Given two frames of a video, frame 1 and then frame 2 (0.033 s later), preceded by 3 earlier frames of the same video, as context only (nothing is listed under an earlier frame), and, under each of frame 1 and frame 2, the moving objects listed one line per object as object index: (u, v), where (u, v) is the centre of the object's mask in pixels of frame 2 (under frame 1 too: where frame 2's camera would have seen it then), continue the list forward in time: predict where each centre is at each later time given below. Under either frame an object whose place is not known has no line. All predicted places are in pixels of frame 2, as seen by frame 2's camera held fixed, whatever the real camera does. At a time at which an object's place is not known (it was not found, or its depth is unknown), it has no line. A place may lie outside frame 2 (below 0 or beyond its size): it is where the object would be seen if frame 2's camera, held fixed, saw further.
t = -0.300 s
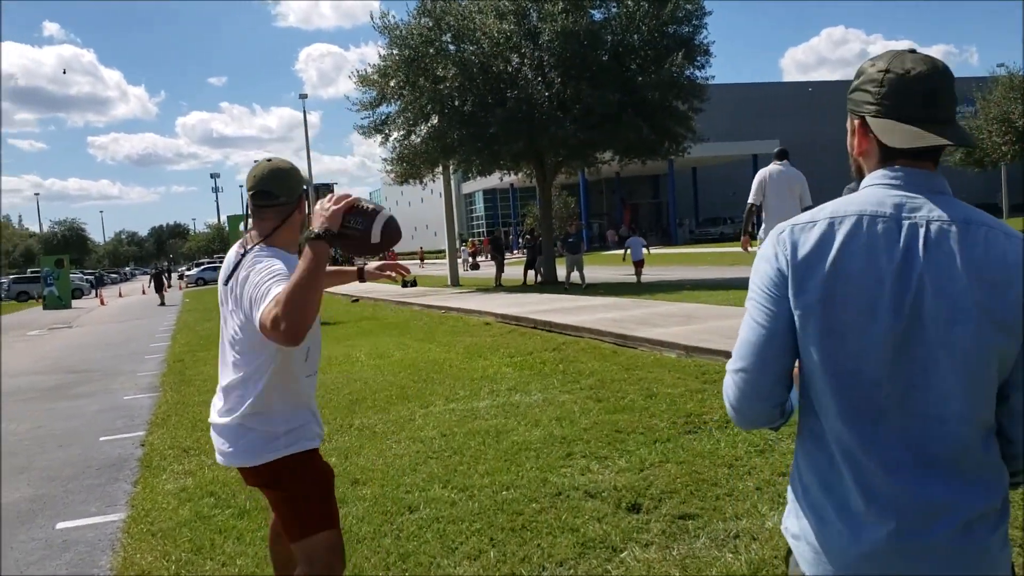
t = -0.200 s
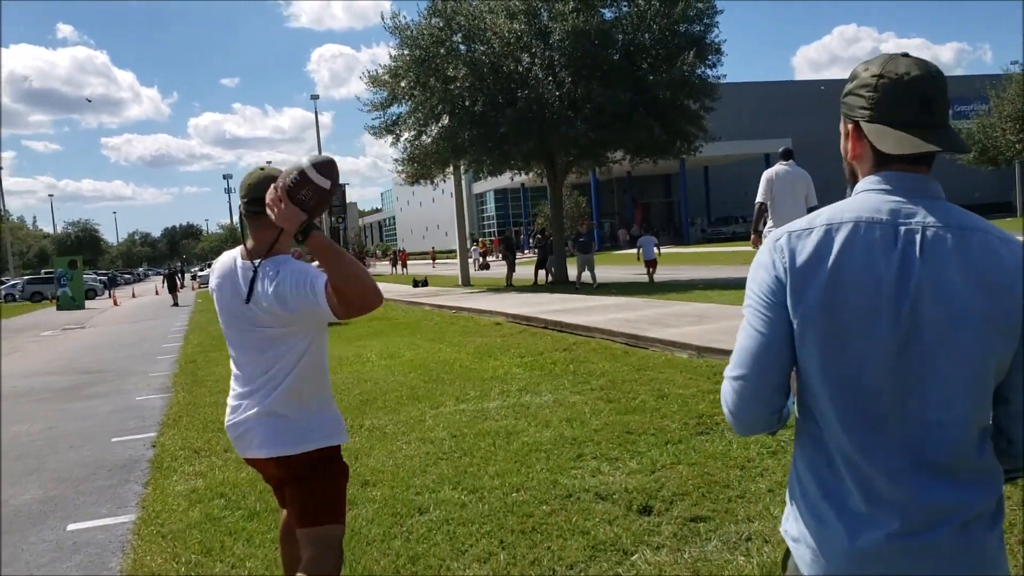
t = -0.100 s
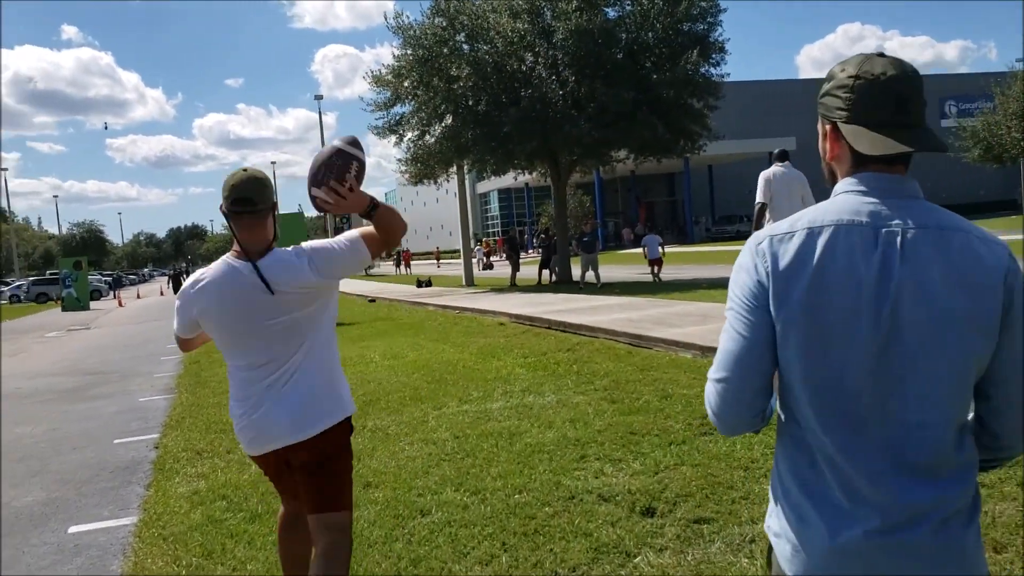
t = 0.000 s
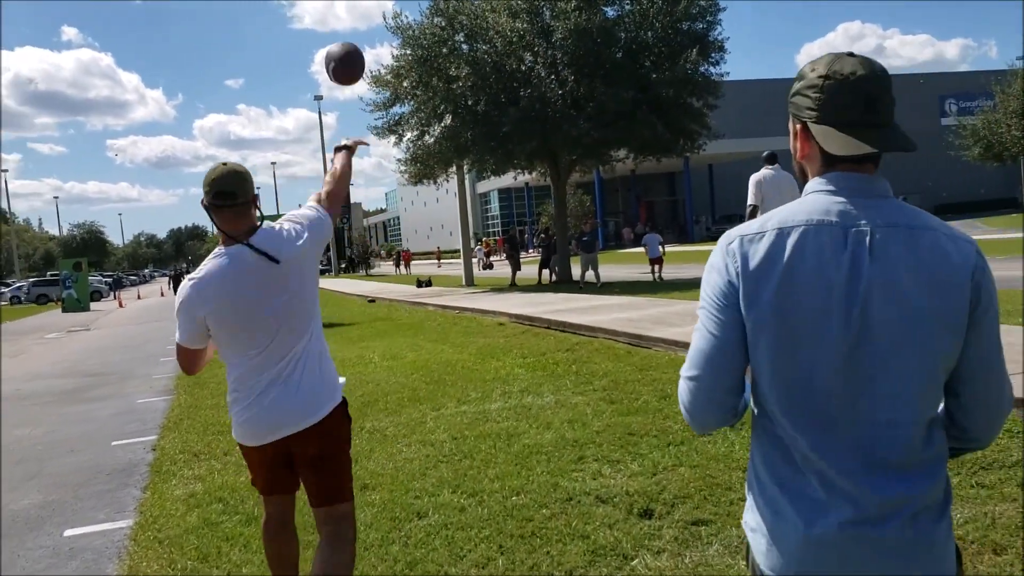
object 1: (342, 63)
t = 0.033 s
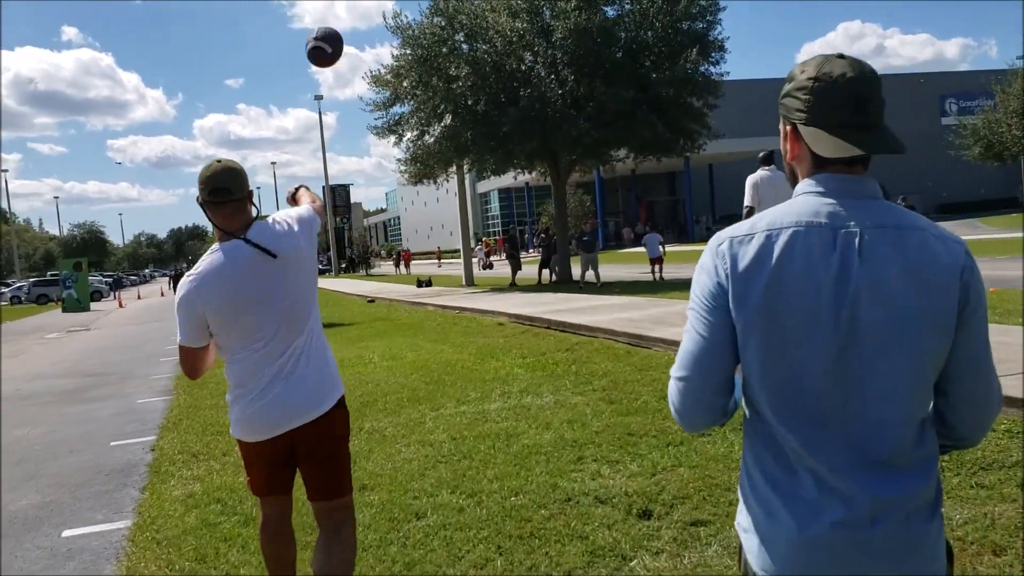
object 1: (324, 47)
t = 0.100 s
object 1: (299, 27)
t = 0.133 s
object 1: (289, 23)
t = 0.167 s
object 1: (282, 19)
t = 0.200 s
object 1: (277, 18)
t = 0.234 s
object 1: (273, 18)
